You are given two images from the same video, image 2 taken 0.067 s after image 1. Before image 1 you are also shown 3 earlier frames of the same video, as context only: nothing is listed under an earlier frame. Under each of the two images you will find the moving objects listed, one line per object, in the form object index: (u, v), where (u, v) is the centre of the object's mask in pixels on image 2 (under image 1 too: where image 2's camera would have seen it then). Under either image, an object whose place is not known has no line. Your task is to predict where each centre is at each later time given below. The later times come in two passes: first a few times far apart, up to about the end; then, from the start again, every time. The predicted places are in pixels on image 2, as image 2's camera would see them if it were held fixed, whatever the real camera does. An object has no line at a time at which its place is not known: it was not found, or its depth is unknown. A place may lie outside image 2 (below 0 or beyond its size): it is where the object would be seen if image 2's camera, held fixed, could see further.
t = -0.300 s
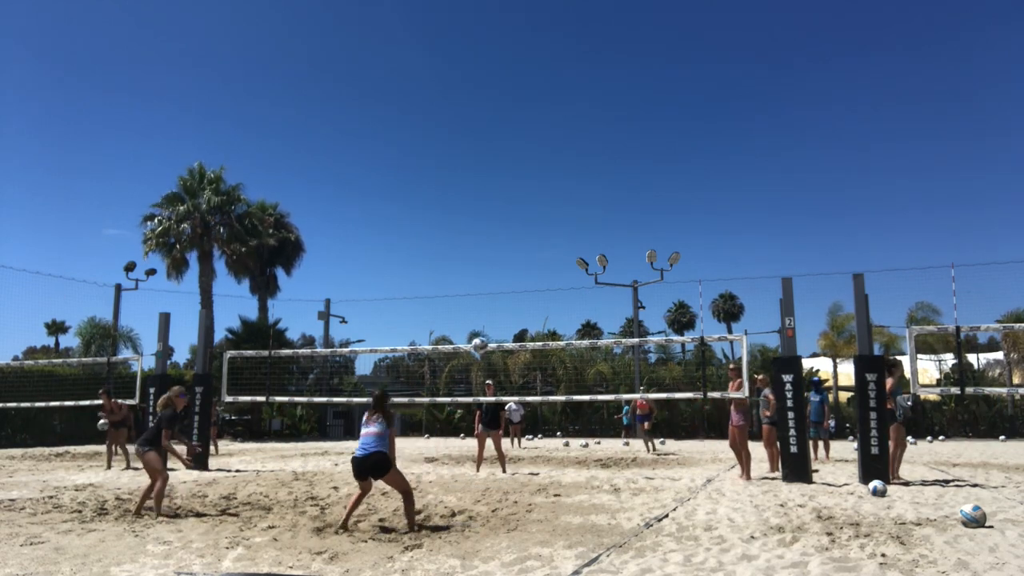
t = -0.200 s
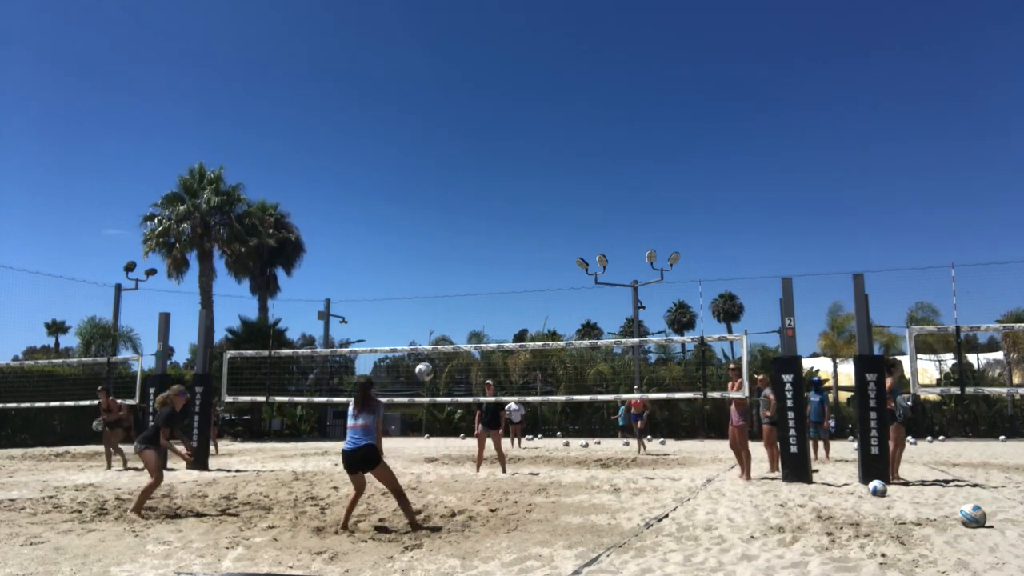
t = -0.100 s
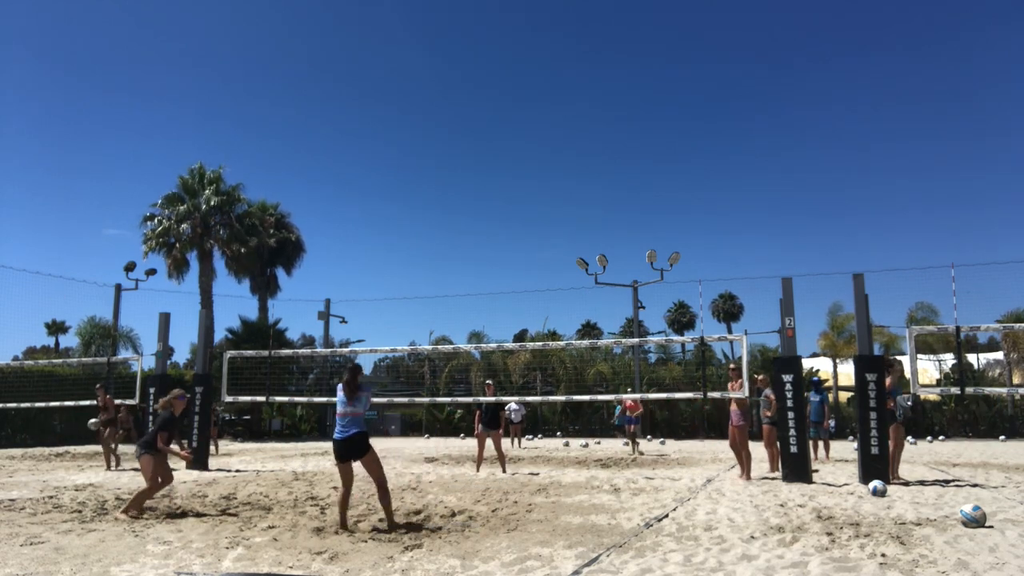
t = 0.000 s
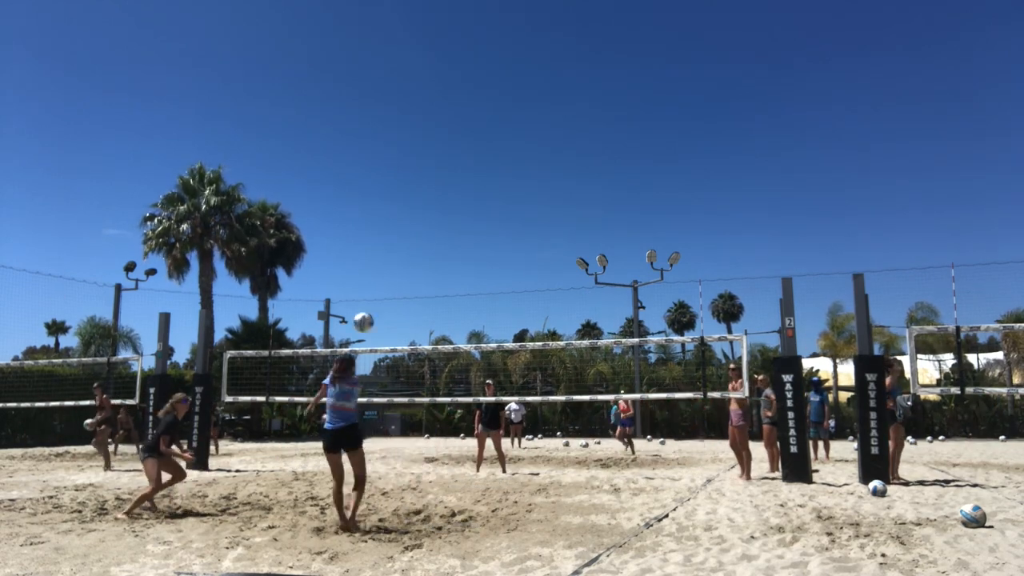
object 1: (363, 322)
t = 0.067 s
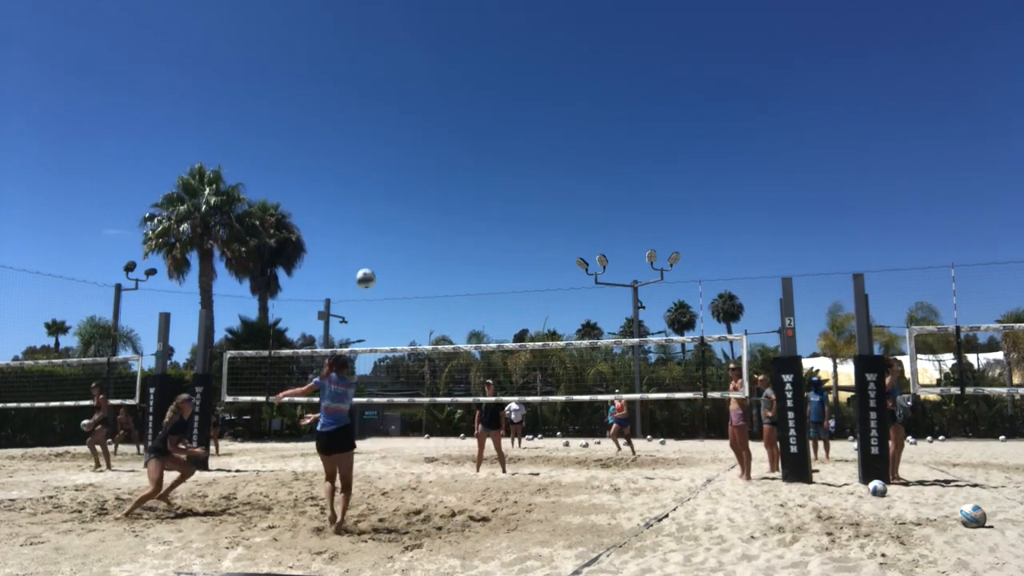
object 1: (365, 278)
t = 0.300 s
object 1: (371, 171)
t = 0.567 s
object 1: (373, 114)
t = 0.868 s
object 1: (375, 111)
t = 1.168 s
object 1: (375, 162)
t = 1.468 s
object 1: (376, 260)
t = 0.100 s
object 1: (366, 259)
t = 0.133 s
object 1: (367, 241)
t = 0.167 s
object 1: (368, 225)
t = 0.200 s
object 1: (368, 209)
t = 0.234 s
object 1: (369, 195)
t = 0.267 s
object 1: (370, 183)
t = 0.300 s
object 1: (371, 171)
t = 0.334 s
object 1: (371, 161)
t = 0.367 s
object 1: (372, 151)
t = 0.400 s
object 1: (372, 143)
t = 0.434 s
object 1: (372, 135)
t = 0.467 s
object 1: (373, 129)
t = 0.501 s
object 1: (373, 123)
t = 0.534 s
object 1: (373, 118)
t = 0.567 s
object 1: (373, 114)
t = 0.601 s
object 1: (374, 110)
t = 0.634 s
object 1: (374, 108)
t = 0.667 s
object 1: (374, 106)
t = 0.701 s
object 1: (374, 106)
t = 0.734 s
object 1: (374, 105)
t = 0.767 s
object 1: (374, 106)
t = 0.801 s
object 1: (374, 107)
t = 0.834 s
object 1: (375, 109)
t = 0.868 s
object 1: (375, 111)
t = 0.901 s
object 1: (375, 115)
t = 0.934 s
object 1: (375, 118)
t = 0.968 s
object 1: (375, 123)
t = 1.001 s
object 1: (375, 128)
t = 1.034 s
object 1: (375, 134)
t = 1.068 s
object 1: (375, 140)
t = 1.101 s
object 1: (375, 147)
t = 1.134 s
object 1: (375, 154)
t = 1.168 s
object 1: (375, 162)
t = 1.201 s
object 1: (375, 171)
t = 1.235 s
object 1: (375, 180)
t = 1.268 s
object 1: (376, 190)
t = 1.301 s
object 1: (376, 200)
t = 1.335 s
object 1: (376, 211)
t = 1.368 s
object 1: (376, 222)
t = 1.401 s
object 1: (375, 235)
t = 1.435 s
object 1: (376, 247)
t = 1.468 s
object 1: (376, 260)
